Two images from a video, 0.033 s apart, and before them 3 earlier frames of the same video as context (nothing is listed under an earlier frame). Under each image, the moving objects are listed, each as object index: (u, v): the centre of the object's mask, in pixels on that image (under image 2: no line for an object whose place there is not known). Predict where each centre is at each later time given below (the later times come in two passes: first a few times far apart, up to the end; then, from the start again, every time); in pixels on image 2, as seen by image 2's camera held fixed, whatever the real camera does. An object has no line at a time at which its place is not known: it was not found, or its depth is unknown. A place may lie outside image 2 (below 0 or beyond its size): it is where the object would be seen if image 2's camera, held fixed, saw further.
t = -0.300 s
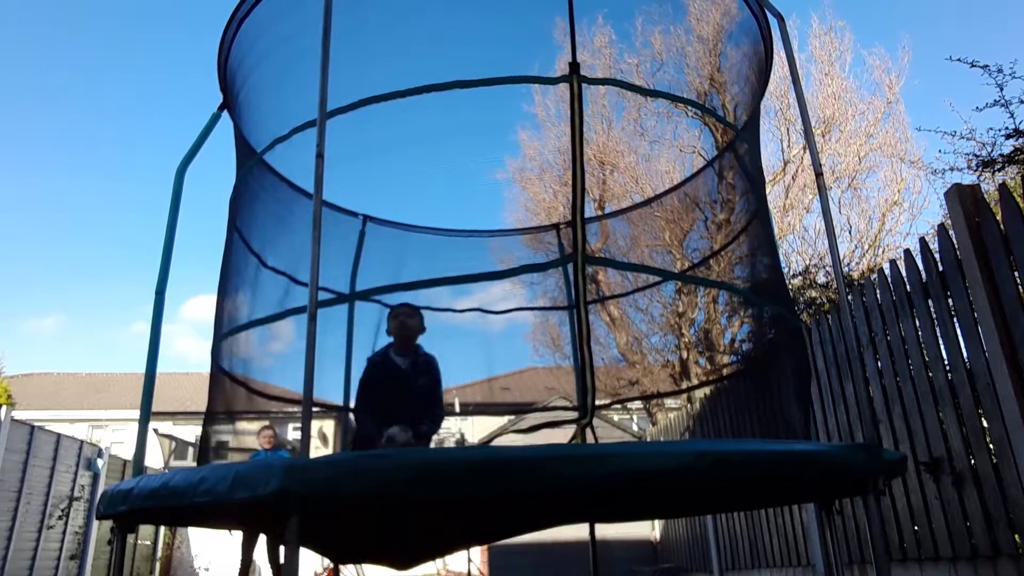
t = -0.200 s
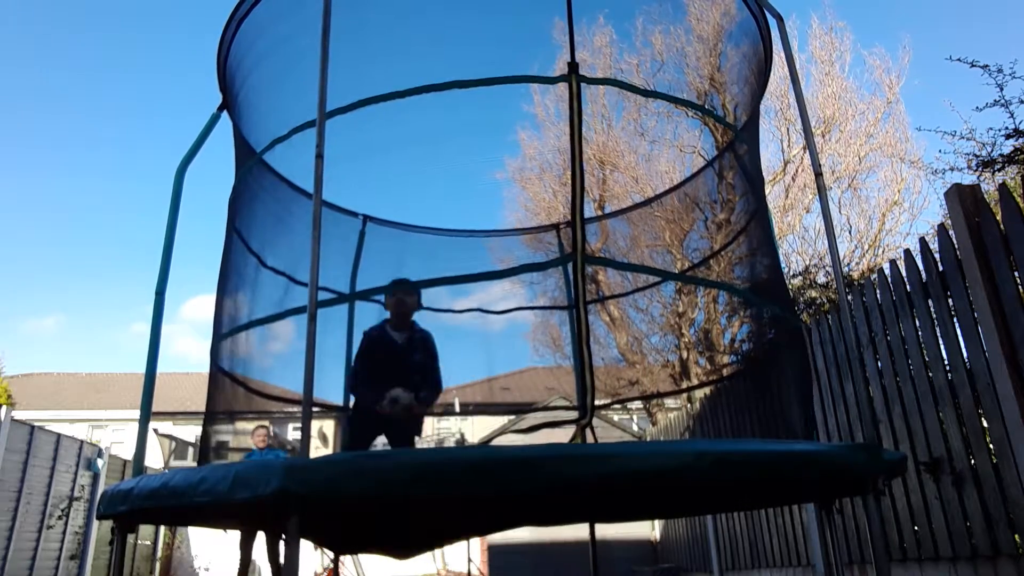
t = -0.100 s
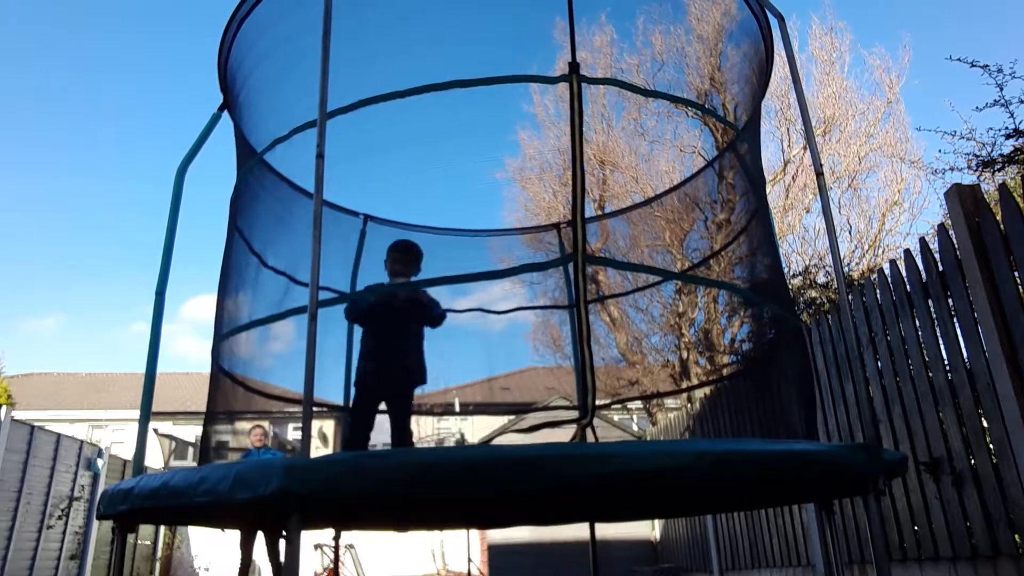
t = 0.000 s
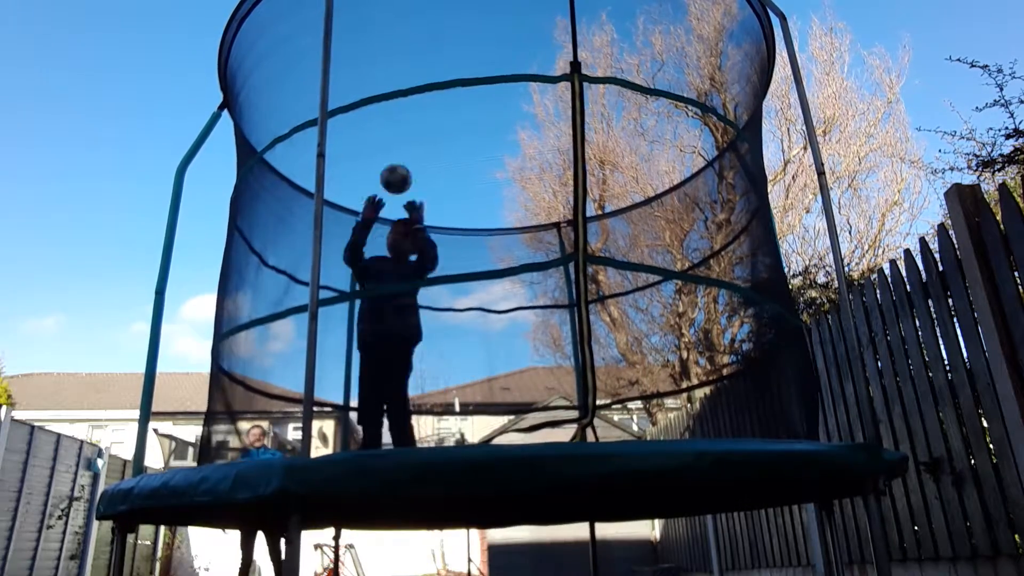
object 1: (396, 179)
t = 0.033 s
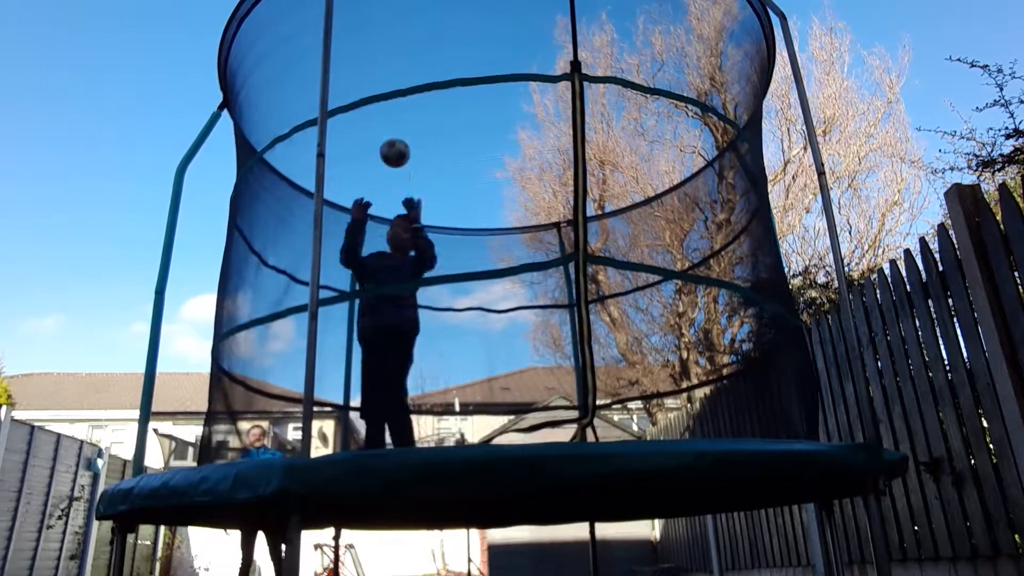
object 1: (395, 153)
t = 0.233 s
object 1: (389, 63)
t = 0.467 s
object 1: (382, 47)
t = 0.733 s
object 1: (375, 109)
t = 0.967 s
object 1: (367, 210)
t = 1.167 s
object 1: (360, 343)
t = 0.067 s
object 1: (393, 131)
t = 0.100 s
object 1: (393, 112)
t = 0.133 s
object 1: (392, 96)
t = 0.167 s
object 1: (390, 81)
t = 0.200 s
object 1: (390, 71)
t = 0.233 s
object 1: (389, 63)
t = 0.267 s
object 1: (388, 56)
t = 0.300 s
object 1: (387, 50)
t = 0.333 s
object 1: (386, 46)
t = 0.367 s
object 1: (385, 45)
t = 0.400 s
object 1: (384, 44)
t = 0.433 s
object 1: (383, 45)
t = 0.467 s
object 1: (382, 47)
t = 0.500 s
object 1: (381, 51)
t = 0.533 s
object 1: (380, 56)
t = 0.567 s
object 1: (379, 62)
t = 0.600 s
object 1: (378, 69)
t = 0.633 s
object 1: (377, 77)
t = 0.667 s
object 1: (376, 86)
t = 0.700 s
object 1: (374, 92)
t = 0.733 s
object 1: (375, 109)
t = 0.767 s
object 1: (373, 119)
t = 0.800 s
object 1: (372, 132)
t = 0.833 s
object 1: (371, 146)
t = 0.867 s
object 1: (370, 161)
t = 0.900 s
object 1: (369, 177)
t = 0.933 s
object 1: (368, 194)
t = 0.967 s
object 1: (367, 210)
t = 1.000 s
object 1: (366, 231)
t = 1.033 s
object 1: (367, 252)
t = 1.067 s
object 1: (364, 273)
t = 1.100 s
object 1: (360, 289)
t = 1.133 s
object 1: (361, 319)
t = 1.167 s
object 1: (360, 343)
